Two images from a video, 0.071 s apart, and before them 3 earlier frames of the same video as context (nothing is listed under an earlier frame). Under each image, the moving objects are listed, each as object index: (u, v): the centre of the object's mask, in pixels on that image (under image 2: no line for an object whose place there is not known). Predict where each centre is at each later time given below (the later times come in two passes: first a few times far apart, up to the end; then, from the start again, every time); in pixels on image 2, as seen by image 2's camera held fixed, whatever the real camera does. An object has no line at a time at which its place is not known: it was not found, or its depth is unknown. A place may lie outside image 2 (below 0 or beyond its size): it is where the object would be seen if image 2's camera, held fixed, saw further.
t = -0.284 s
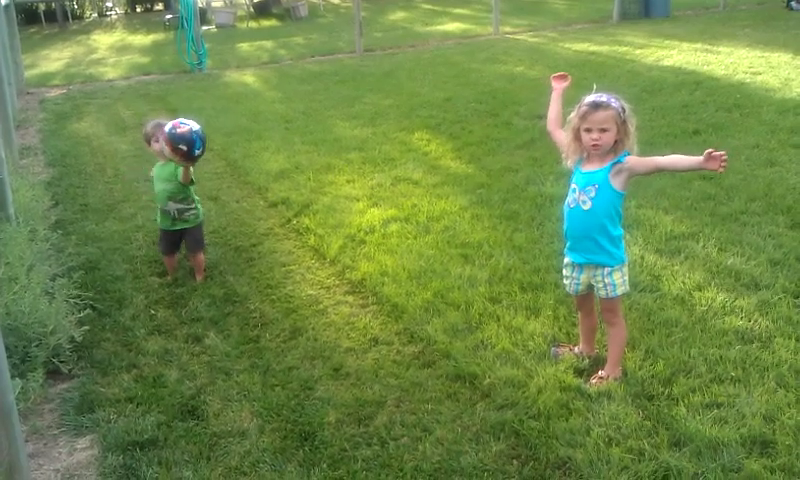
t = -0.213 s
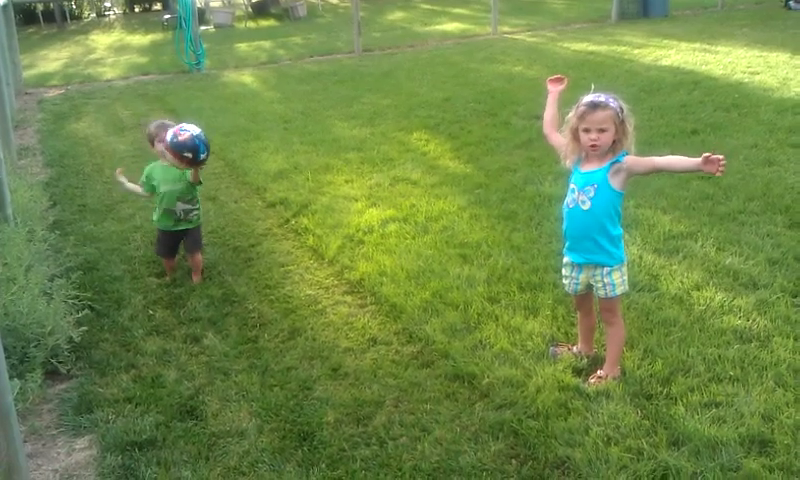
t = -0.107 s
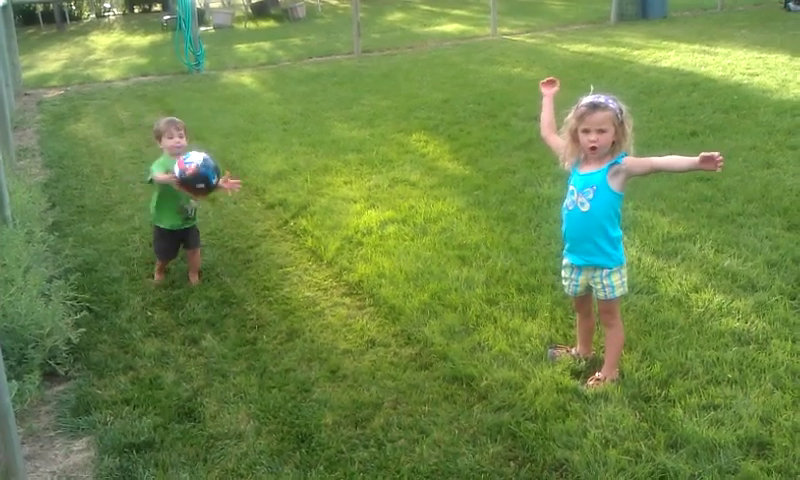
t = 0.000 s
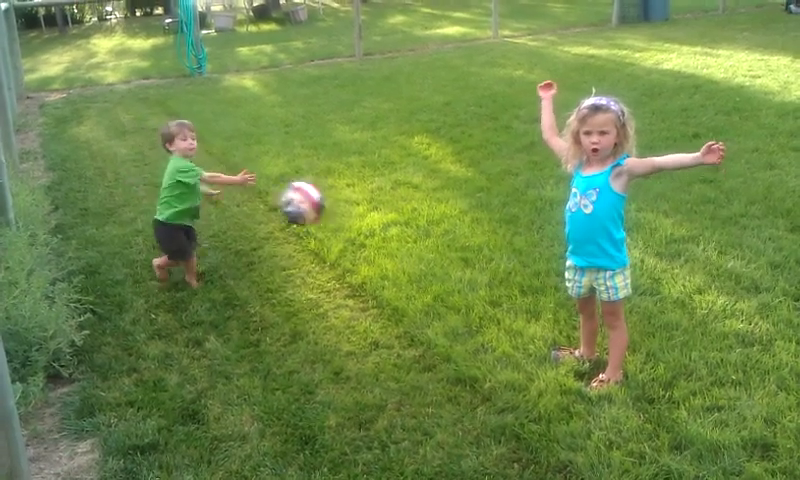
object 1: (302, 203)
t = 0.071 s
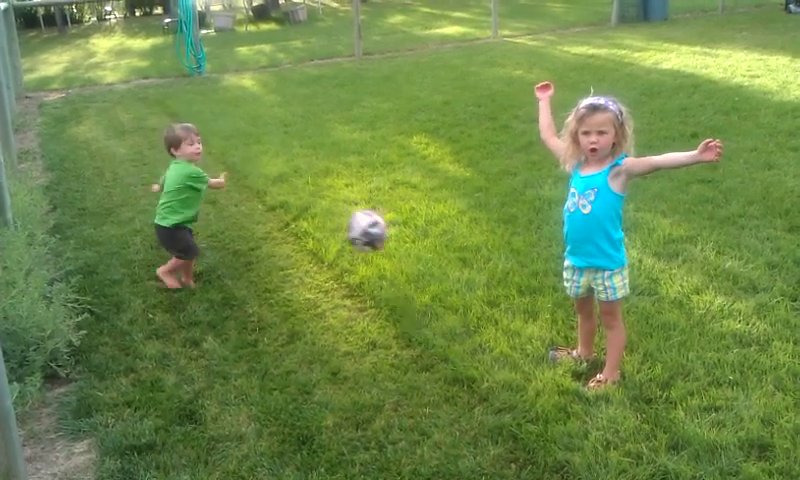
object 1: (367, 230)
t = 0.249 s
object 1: (451, 225)
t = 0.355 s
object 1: (481, 218)
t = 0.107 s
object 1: (398, 246)
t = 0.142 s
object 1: (419, 249)
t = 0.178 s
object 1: (430, 240)
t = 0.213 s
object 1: (441, 232)
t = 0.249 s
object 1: (451, 225)
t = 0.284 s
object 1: (460, 220)
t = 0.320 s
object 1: (471, 218)
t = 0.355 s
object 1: (481, 218)
